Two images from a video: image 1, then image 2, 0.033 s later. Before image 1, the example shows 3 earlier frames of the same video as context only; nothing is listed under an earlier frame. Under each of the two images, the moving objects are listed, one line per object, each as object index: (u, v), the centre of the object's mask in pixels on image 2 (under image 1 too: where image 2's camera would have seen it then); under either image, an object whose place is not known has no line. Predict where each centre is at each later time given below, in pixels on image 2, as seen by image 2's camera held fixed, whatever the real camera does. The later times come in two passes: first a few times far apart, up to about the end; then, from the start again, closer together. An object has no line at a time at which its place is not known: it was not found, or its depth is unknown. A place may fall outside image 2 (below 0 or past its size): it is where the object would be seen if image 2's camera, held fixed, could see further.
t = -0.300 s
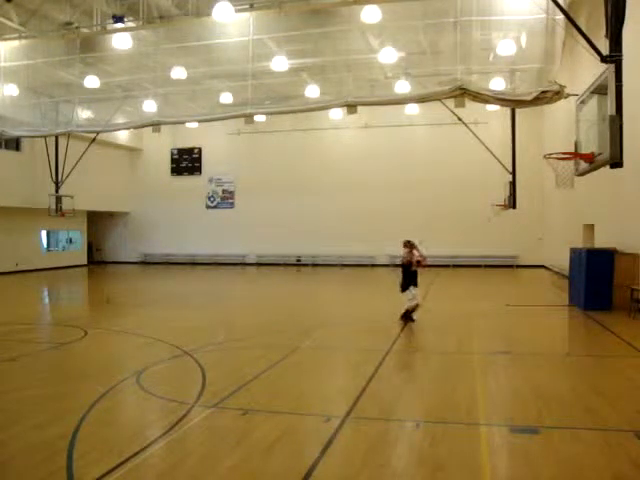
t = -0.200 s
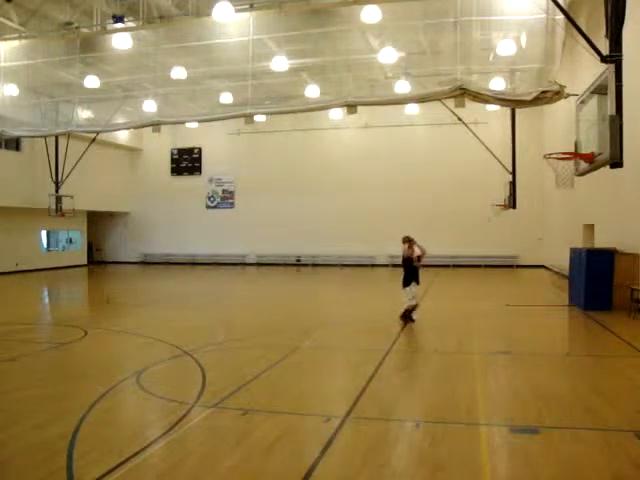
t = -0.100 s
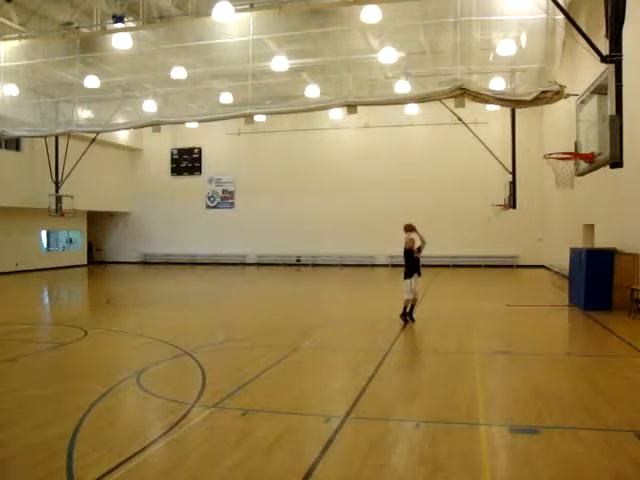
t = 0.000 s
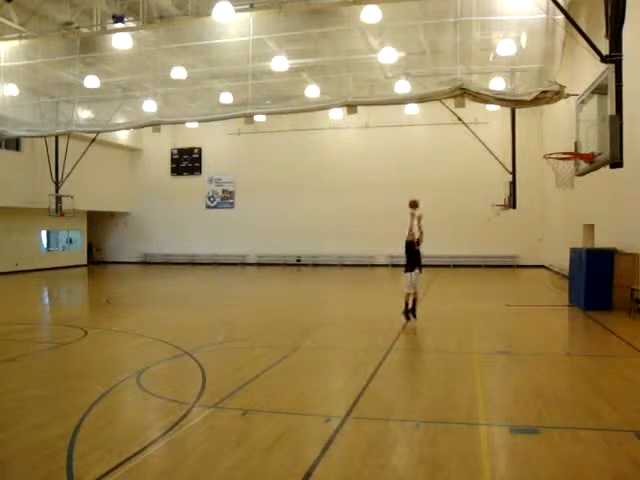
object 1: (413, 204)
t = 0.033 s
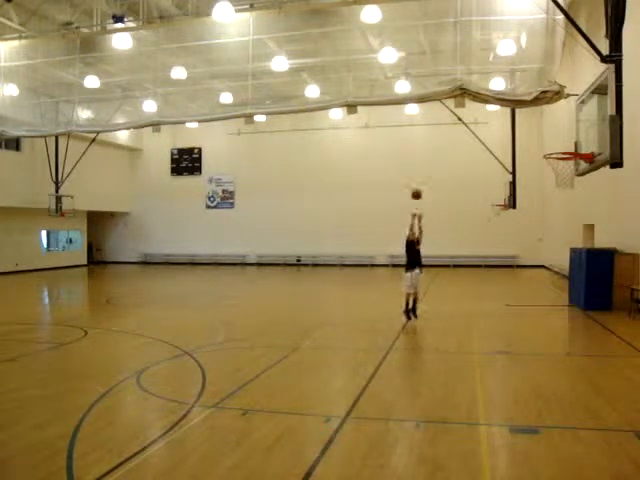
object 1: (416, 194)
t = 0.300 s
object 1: (441, 128)
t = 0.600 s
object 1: (475, 83)
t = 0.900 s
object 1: (517, 83)
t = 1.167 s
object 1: (566, 135)
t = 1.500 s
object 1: (475, 135)
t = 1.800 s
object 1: (373, 187)
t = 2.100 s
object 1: (277, 302)
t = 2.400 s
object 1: (203, 320)
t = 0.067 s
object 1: (419, 185)
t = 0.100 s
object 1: (422, 176)
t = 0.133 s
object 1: (425, 167)
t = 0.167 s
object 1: (428, 158)
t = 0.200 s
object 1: (431, 150)
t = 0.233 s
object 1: (434, 142)
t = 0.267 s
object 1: (438, 135)
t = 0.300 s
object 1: (441, 128)
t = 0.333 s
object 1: (444, 121)
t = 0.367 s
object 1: (448, 114)
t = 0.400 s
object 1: (452, 108)
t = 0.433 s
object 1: (456, 102)
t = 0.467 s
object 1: (459, 100)
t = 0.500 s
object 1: (460, 94)
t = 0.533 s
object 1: (466, 90)
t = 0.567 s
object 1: (470, 87)
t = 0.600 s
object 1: (475, 83)
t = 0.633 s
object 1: (479, 81)
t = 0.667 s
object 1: (483, 79)
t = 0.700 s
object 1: (487, 77)
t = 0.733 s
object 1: (492, 76)
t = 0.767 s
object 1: (497, 76)
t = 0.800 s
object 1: (502, 77)
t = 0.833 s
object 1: (507, 78)
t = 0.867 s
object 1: (512, 81)
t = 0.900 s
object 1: (517, 83)
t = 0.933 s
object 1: (523, 87)
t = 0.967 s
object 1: (529, 91)
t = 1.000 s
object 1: (535, 96)
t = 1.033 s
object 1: (540, 102)
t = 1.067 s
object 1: (546, 109)
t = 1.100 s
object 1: (553, 116)
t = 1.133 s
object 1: (559, 125)
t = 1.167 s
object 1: (566, 135)
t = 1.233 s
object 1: (568, 145)
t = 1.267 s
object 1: (555, 142)
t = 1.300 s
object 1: (543, 138)
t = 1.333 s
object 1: (532, 136)
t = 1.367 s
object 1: (520, 134)
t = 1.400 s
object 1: (508, 134)
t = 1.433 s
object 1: (497, 133)
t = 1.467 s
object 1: (486, 134)
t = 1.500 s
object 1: (475, 135)
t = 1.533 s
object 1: (463, 138)
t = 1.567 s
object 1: (452, 141)
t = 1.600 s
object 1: (440, 145)
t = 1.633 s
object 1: (429, 150)
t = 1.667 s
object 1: (418, 156)
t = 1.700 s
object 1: (407, 162)
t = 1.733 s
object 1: (395, 170)
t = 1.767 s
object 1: (385, 178)
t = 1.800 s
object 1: (373, 187)
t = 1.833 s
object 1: (362, 197)
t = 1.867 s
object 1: (351, 207)
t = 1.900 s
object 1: (341, 219)
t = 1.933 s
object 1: (329, 231)
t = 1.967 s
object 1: (319, 244)
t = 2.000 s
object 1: (309, 257)
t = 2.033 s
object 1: (298, 271)
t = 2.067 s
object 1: (288, 287)
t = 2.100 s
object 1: (277, 302)
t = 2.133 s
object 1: (267, 318)
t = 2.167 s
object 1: (257, 335)
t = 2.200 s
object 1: (248, 352)
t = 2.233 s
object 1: (239, 370)
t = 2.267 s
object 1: (231, 367)
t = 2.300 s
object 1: (224, 355)
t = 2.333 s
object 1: (217, 342)
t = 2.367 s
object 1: (210, 331)
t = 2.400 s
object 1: (203, 320)
